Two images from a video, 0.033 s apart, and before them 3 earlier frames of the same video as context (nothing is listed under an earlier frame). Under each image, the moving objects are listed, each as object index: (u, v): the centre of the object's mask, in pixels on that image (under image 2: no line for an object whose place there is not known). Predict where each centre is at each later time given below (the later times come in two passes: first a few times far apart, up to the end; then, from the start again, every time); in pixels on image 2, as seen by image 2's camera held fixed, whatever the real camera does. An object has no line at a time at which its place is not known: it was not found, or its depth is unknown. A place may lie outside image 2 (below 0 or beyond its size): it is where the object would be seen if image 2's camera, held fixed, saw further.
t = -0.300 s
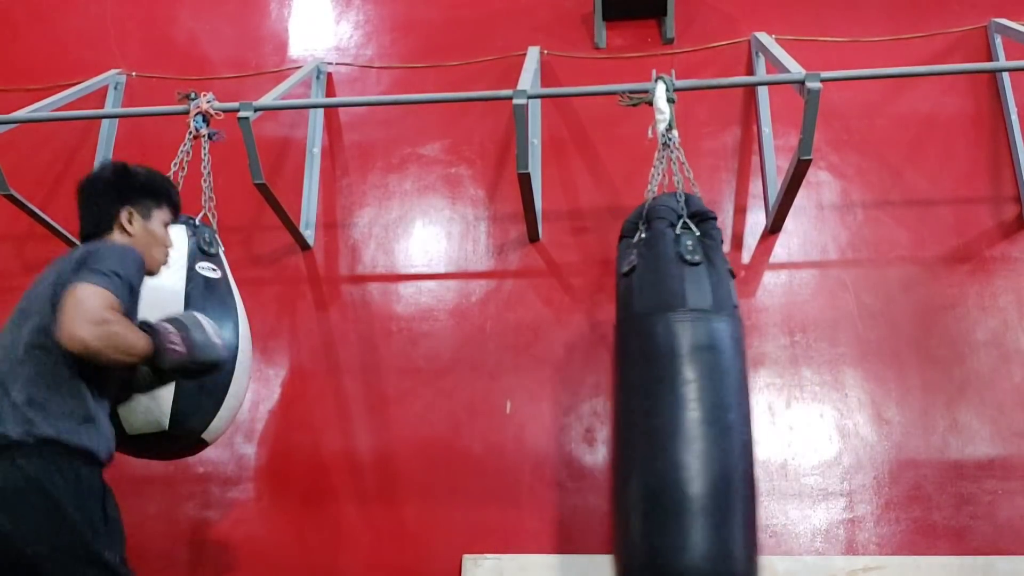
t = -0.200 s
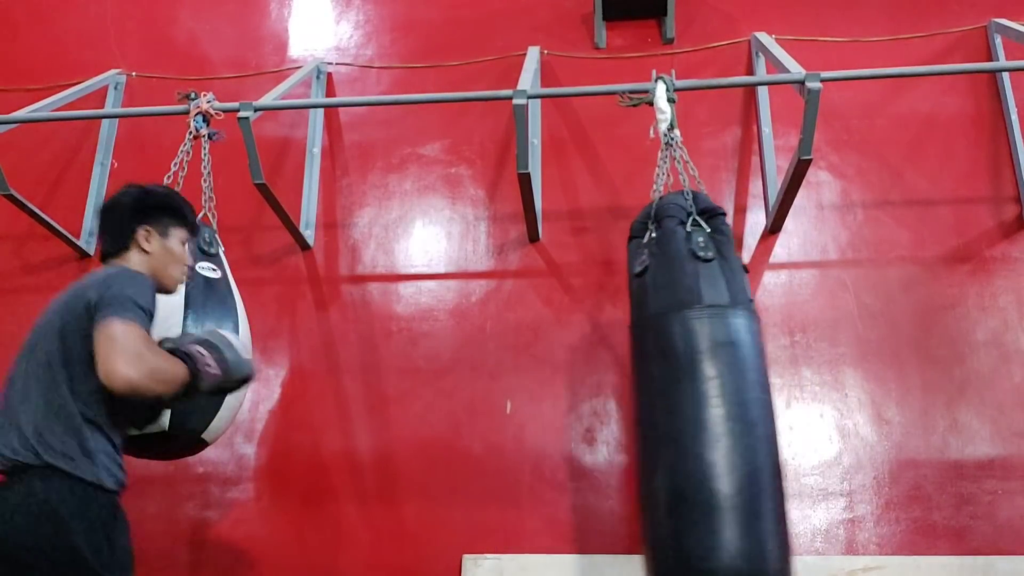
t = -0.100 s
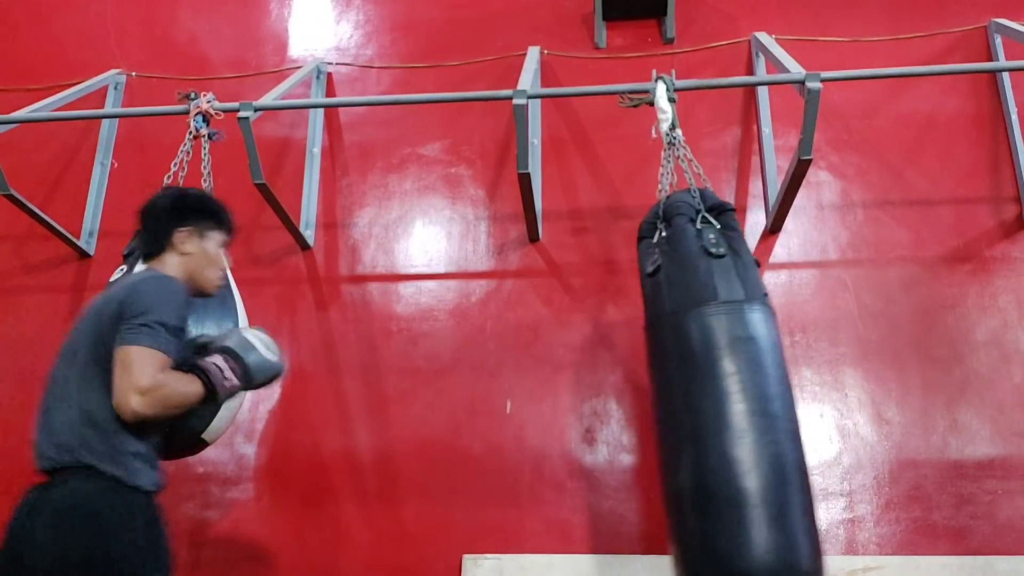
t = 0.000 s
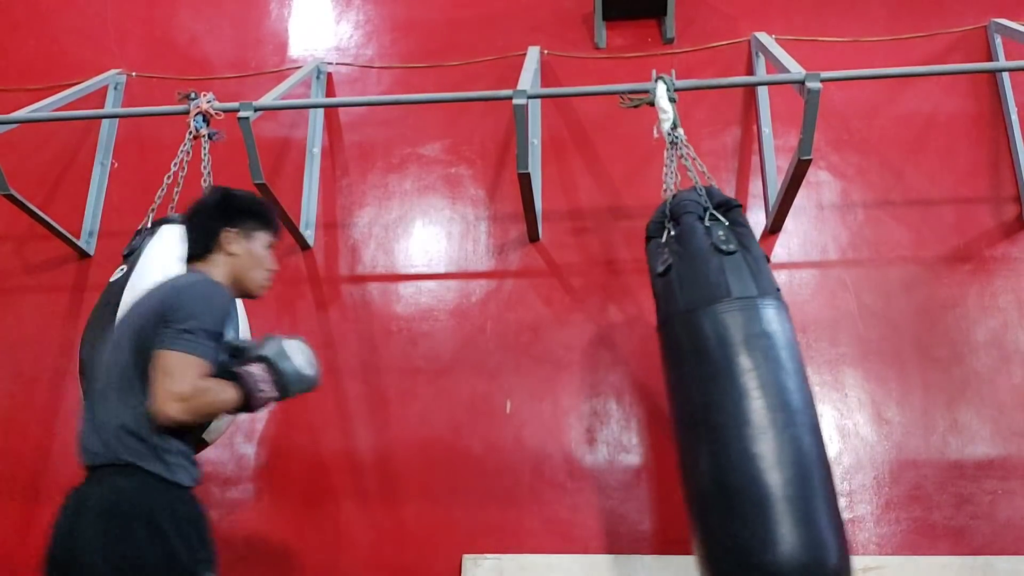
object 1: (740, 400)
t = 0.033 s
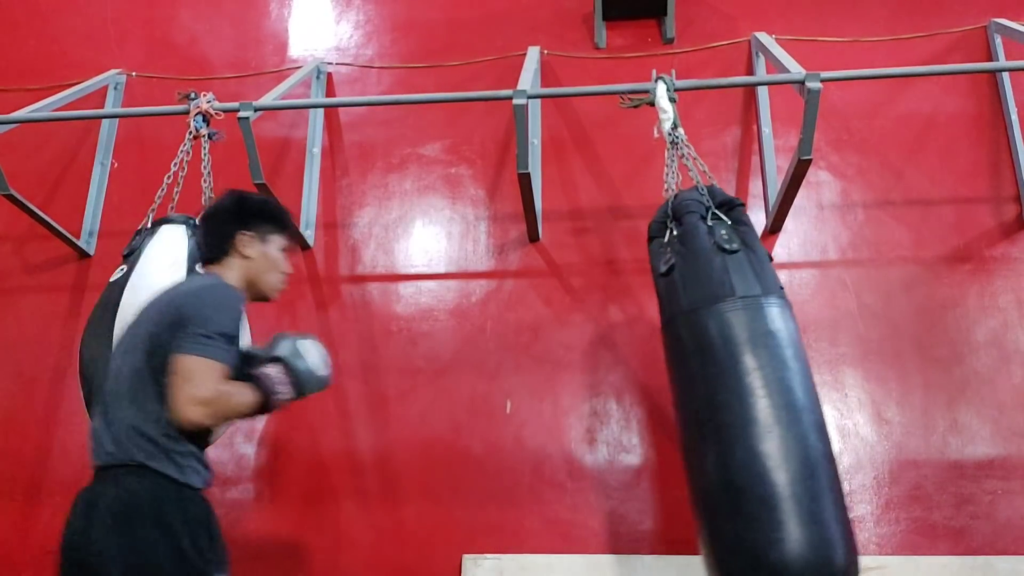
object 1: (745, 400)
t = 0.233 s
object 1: (762, 399)
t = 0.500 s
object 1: (747, 399)
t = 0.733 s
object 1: (706, 402)
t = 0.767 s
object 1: (700, 402)
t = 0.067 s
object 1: (749, 399)
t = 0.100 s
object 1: (753, 399)
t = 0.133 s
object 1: (756, 399)
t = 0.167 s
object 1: (759, 399)
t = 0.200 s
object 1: (761, 399)
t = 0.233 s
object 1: (762, 399)
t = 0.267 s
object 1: (763, 399)
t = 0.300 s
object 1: (763, 399)
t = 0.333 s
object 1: (762, 399)
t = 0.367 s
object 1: (760, 399)
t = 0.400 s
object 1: (758, 399)
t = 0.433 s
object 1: (755, 399)
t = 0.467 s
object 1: (751, 399)
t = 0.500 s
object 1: (747, 399)
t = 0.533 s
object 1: (742, 400)
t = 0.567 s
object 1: (737, 400)
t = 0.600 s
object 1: (731, 400)
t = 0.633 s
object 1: (725, 401)
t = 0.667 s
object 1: (719, 401)
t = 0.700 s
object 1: (713, 401)
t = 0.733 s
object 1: (706, 402)
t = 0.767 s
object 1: (700, 402)
